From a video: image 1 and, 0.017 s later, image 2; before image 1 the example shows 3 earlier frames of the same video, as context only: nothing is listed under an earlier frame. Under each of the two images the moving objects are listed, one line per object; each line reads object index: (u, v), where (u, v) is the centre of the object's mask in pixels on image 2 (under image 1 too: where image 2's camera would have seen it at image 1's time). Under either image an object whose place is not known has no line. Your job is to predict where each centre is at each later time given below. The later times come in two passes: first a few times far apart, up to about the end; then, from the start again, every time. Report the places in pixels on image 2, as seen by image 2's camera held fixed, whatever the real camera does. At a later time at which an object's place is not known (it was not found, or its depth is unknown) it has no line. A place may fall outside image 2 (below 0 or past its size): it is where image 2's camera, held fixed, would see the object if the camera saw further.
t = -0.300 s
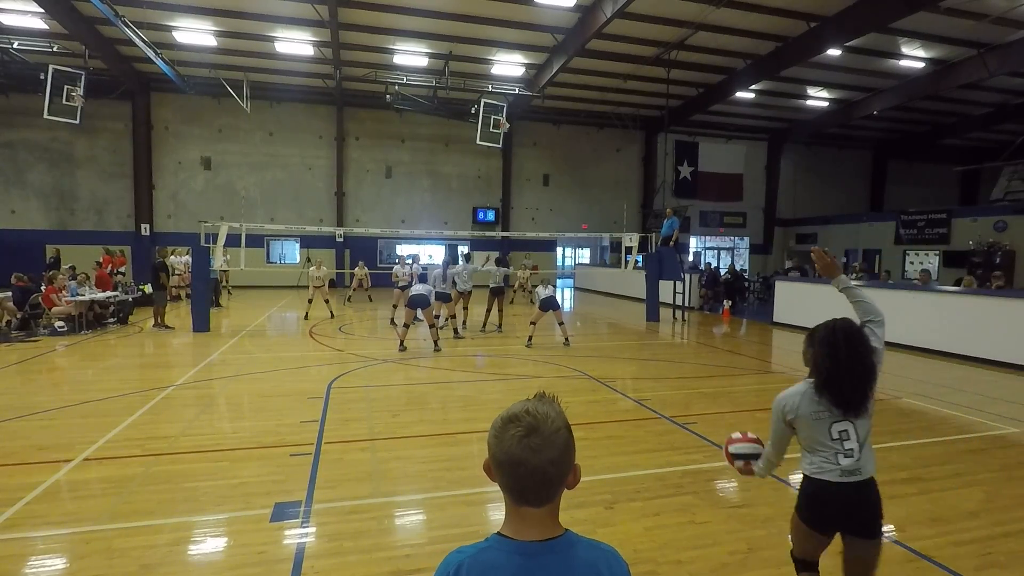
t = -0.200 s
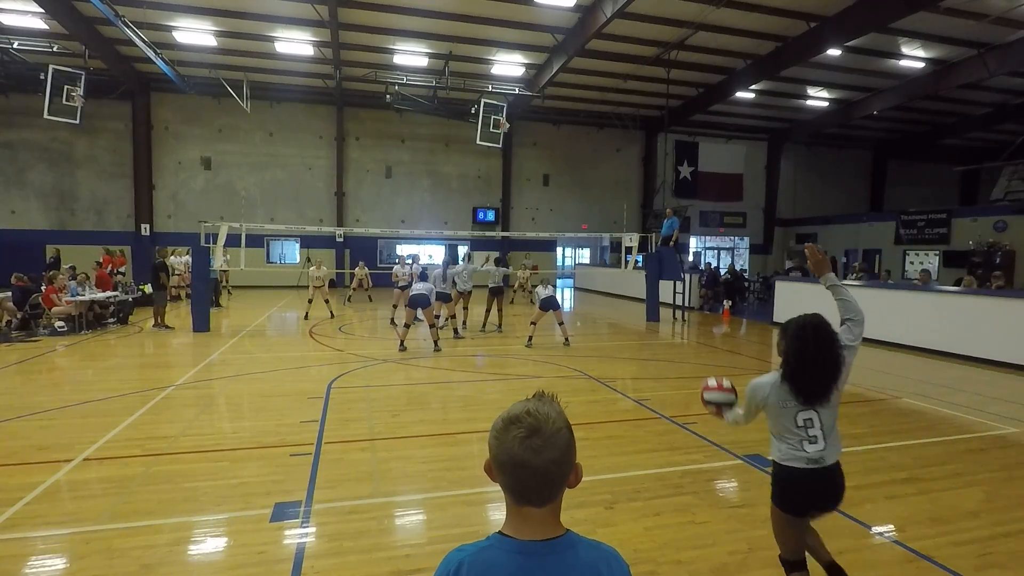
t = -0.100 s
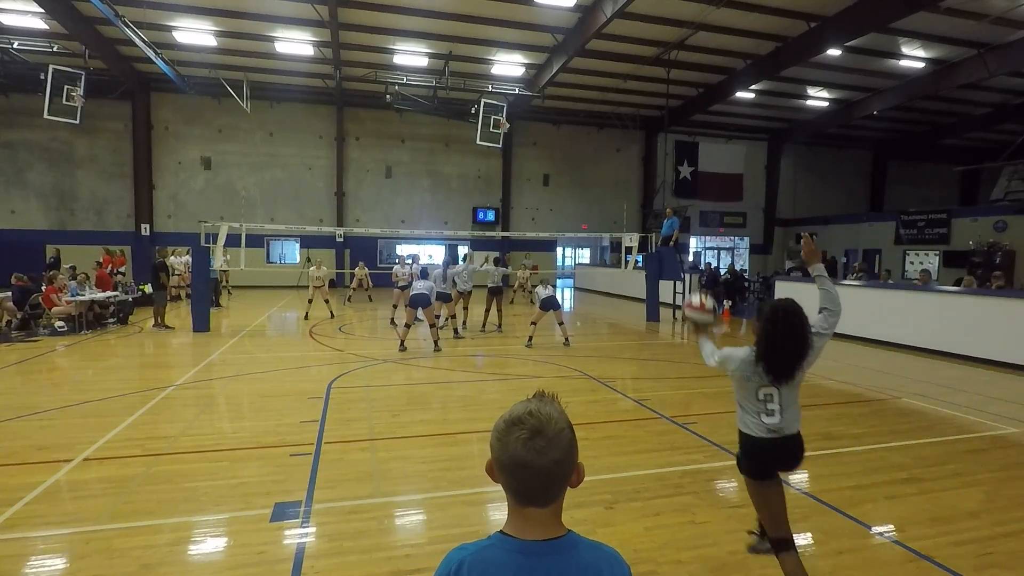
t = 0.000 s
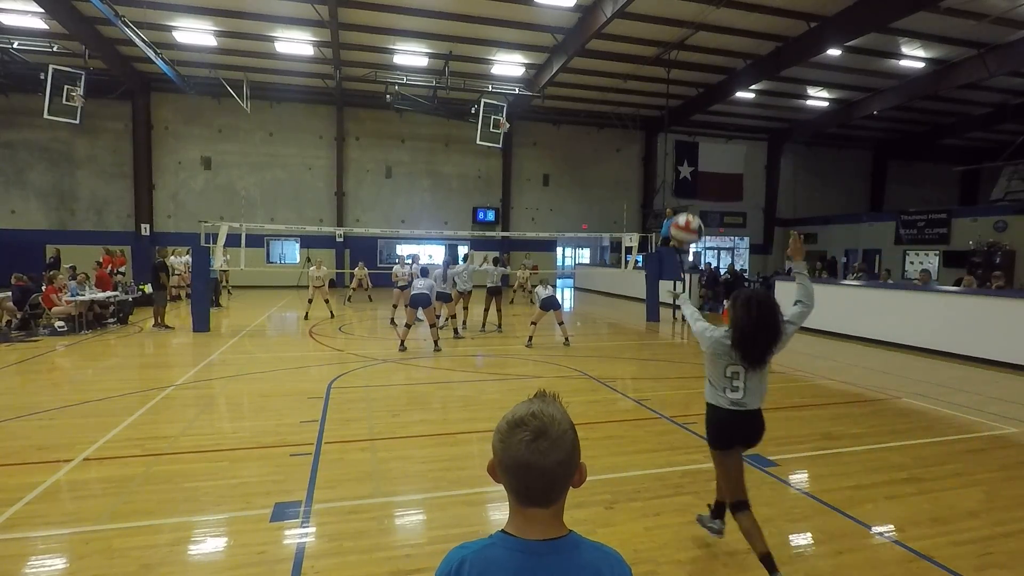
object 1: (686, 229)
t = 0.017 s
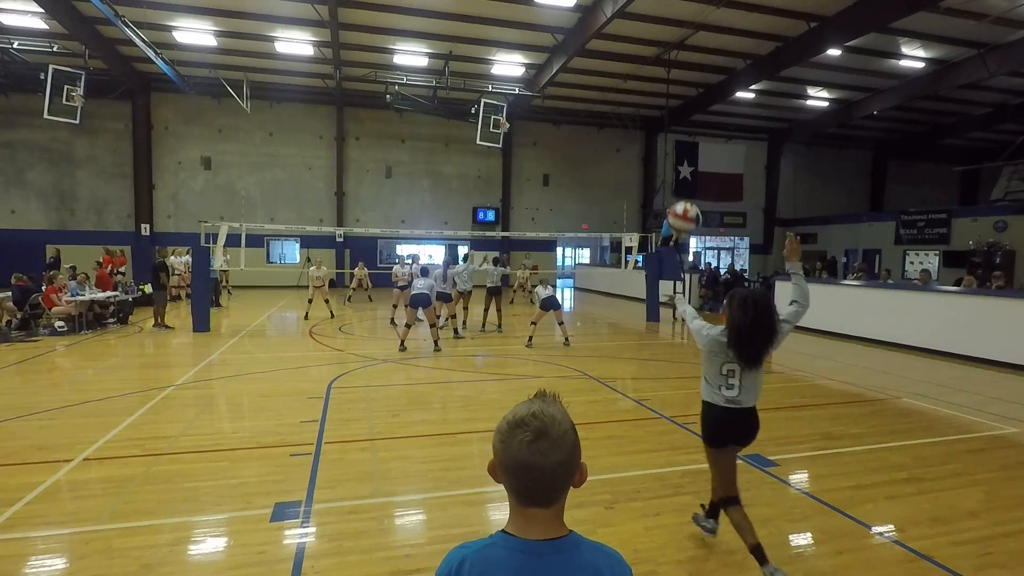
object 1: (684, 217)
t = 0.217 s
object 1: (658, 122)
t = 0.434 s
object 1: (632, 93)
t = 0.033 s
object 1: (682, 207)
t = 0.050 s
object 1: (680, 196)
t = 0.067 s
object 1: (678, 188)
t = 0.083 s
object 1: (676, 179)
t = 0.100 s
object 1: (674, 170)
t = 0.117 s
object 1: (671, 161)
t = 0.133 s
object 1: (669, 153)
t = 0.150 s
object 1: (667, 146)
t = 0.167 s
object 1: (665, 139)
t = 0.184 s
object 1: (663, 133)
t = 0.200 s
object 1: (661, 127)
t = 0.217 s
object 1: (658, 122)
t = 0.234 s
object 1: (657, 117)
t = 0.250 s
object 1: (655, 113)
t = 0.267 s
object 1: (653, 110)
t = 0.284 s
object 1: (650, 106)
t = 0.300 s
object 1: (649, 103)
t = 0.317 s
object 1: (646, 100)
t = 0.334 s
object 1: (644, 98)
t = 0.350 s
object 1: (642, 96)
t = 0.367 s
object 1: (640, 94)
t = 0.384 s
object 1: (638, 93)
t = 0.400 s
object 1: (636, 93)
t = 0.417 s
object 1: (634, 93)
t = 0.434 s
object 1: (632, 93)
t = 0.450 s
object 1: (630, 93)
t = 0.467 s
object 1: (628, 95)
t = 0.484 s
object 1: (626, 96)
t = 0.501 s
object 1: (624, 97)
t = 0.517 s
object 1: (622, 100)
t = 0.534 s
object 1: (620, 102)
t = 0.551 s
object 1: (618, 105)
